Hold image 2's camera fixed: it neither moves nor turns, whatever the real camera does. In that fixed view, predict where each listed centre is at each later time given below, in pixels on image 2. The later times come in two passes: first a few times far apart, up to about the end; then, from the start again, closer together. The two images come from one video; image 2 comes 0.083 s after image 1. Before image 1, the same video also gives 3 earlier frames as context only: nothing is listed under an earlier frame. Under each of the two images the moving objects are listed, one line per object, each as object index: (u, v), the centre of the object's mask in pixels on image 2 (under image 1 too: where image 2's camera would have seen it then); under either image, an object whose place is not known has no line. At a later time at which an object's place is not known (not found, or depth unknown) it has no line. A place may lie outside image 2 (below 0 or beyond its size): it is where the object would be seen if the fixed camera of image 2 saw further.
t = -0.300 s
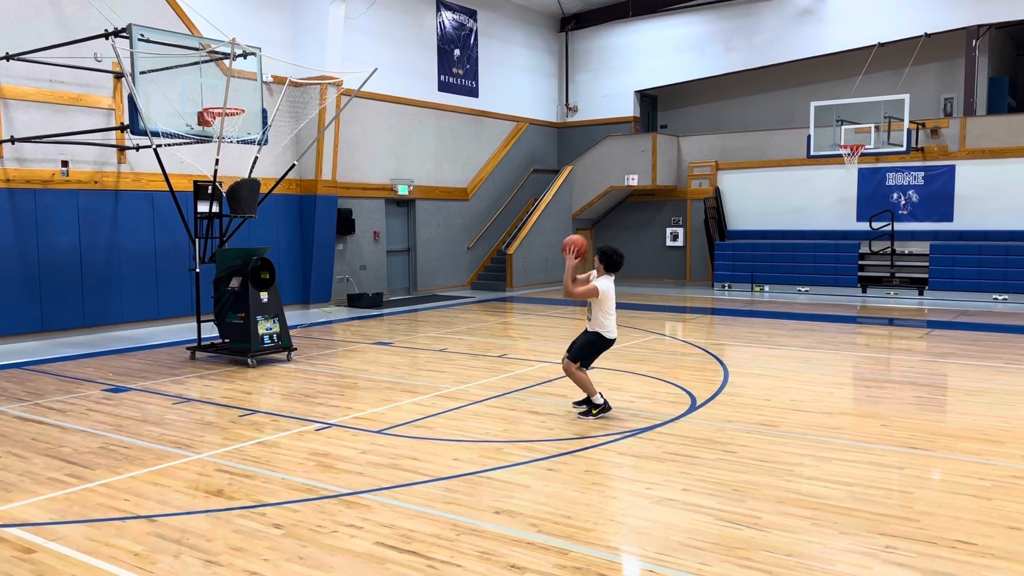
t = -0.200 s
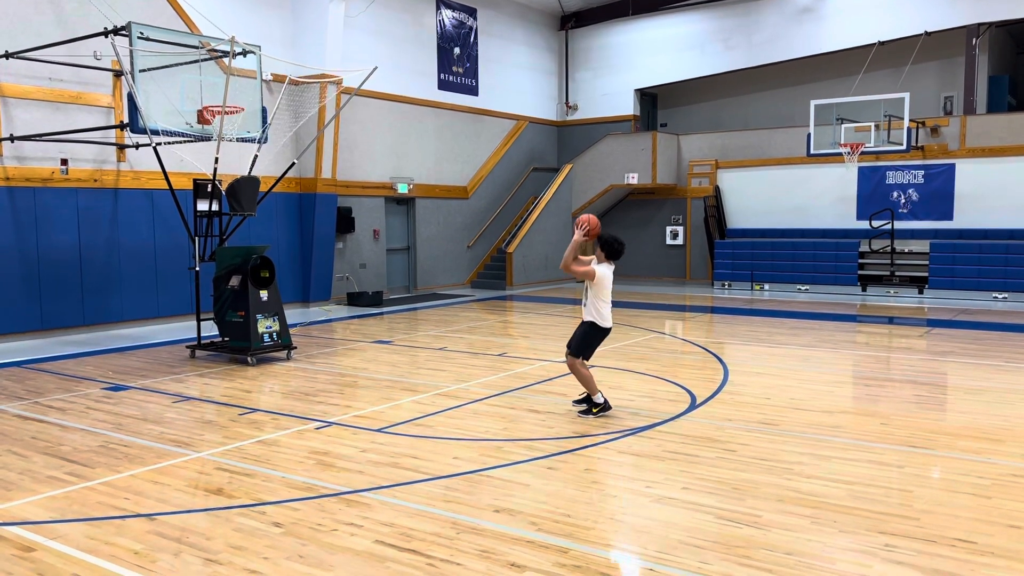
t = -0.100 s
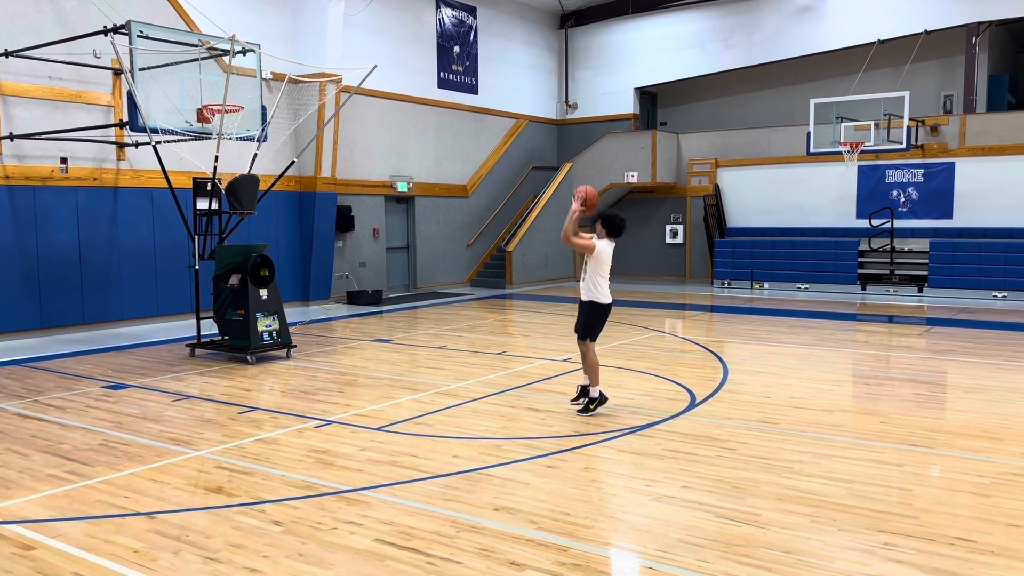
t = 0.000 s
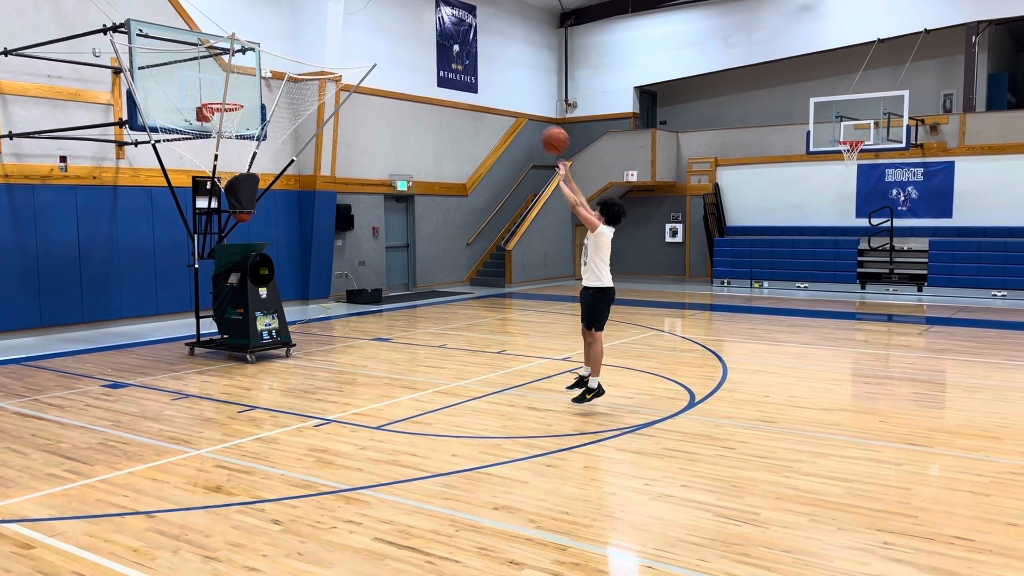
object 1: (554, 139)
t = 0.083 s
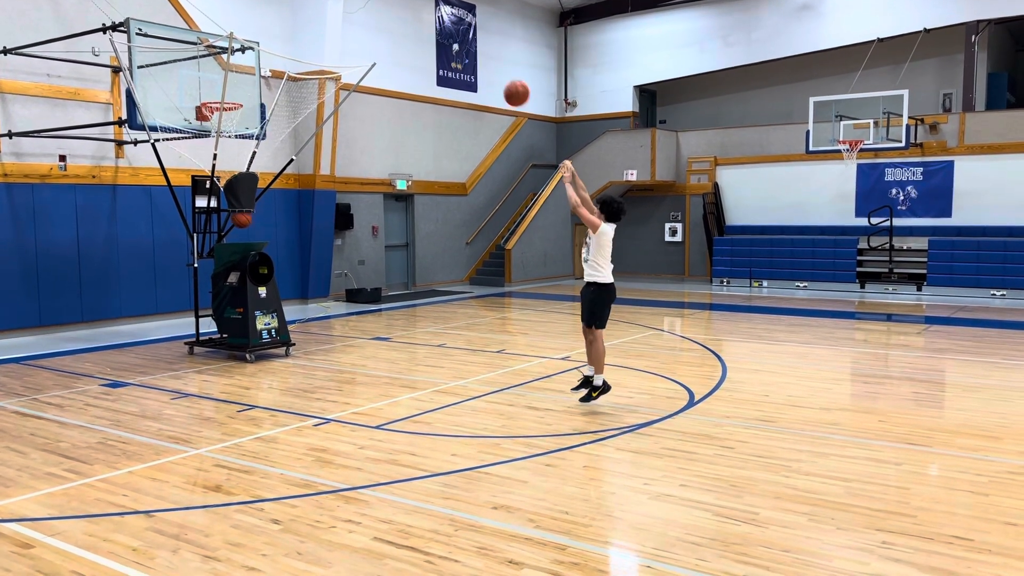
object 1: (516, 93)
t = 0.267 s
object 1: (441, 26)
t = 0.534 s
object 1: (348, 7)
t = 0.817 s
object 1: (267, 42)
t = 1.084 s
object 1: (216, 99)
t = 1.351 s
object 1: (220, 99)
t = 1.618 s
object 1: (222, 120)
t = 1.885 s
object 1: (229, 161)
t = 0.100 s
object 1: (509, 85)
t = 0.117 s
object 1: (502, 78)
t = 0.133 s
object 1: (495, 70)
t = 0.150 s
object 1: (488, 64)
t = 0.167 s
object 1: (481, 57)
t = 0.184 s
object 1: (474, 51)
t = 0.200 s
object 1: (467, 46)
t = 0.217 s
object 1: (461, 40)
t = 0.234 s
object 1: (454, 35)
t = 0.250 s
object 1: (448, 31)
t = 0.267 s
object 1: (441, 26)
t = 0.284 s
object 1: (434, 22)
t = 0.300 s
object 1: (428, 18)
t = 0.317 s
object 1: (422, 15)
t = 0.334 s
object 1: (416, 13)
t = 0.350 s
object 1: (410, 11)
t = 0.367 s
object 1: (404, 10)
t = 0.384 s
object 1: (398, 9)
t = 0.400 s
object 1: (392, 9)
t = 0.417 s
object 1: (387, 8)
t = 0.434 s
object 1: (381, 7)
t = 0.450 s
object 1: (375, 7)
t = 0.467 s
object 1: (370, 7)
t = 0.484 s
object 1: (364, 7)
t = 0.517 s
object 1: (353, 7)
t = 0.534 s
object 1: (348, 7)
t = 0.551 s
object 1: (343, 8)
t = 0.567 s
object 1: (338, 8)
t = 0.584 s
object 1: (332, 9)
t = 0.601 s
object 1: (327, 9)
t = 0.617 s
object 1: (322, 10)
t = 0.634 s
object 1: (317, 11)
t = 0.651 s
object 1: (312, 12)
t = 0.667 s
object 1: (307, 13)
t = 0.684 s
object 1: (302, 15)
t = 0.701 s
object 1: (298, 17)
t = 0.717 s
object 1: (293, 20)
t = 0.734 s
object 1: (289, 23)
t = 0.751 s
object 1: (284, 27)
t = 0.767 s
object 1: (280, 30)
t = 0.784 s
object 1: (275, 34)
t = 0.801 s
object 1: (271, 38)
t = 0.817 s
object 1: (267, 42)
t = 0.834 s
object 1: (263, 47)
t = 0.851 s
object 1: (259, 52)
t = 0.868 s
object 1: (254, 57)
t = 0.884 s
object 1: (250, 61)
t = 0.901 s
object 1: (247, 67)
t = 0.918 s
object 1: (243, 72)
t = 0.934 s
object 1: (239, 78)
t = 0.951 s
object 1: (236, 85)
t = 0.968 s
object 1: (234, 90)
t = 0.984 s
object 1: (228, 94)
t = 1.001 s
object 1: (226, 95)
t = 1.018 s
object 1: (223, 96)
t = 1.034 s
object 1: (222, 97)
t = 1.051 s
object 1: (220, 98)
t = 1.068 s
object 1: (216, 98)
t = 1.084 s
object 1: (216, 99)
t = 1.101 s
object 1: (216, 98)
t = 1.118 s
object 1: (220, 98)
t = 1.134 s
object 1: (221, 98)
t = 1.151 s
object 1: (223, 98)
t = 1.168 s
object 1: (225, 98)
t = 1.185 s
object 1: (225, 98)
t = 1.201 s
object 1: (225, 98)
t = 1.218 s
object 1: (222, 98)
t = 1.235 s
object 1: (222, 98)
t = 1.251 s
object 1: (222, 98)
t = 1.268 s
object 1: (221, 99)
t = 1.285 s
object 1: (221, 99)
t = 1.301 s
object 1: (220, 99)
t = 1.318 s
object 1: (220, 99)
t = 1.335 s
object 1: (220, 99)
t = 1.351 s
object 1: (220, 99)
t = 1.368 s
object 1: (220, 100)
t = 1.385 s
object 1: (220, 100)
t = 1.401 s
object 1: (221, 101)
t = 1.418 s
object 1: (218, 101)
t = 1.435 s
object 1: (218, 102)
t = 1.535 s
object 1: (217, 109)
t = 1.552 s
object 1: (224, 113)
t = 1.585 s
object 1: (223, 118)
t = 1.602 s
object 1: (222, 119)
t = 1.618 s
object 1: (222, 120)
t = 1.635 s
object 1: (222, 122)
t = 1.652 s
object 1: (223, 122)
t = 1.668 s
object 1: (223, 124)
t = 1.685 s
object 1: (223, 125)
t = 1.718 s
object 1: (227, 131)
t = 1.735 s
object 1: (227, 133)
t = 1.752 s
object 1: (227, 136)
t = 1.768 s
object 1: (227, 138)
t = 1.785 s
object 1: (227, 140)
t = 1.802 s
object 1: (227, 143)
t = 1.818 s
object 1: (227, 146)
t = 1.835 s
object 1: (228, 149)
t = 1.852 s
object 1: (228, 153)
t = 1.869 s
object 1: (228, 157)
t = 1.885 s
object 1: (229, 161)
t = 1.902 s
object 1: (229, 165)
